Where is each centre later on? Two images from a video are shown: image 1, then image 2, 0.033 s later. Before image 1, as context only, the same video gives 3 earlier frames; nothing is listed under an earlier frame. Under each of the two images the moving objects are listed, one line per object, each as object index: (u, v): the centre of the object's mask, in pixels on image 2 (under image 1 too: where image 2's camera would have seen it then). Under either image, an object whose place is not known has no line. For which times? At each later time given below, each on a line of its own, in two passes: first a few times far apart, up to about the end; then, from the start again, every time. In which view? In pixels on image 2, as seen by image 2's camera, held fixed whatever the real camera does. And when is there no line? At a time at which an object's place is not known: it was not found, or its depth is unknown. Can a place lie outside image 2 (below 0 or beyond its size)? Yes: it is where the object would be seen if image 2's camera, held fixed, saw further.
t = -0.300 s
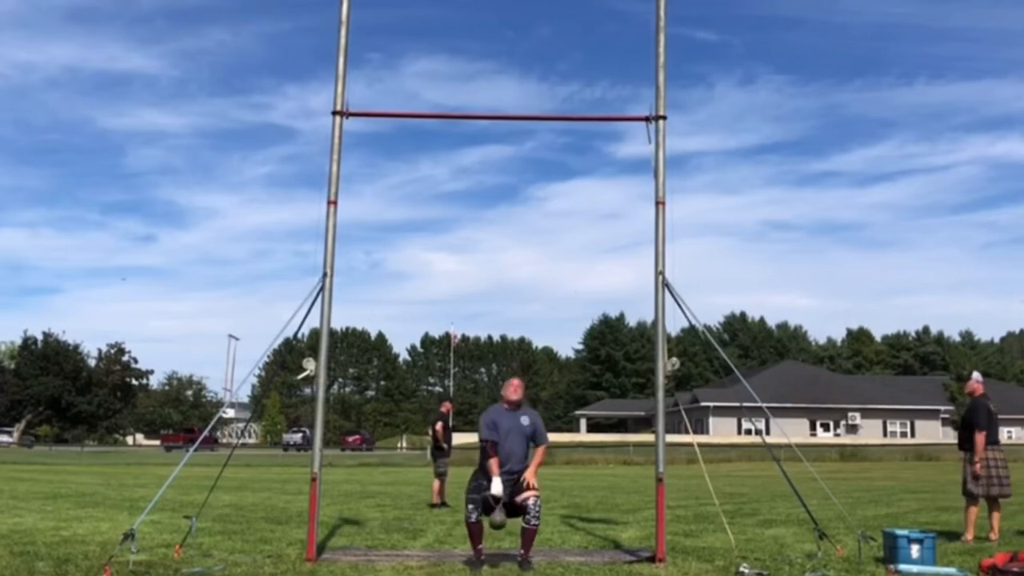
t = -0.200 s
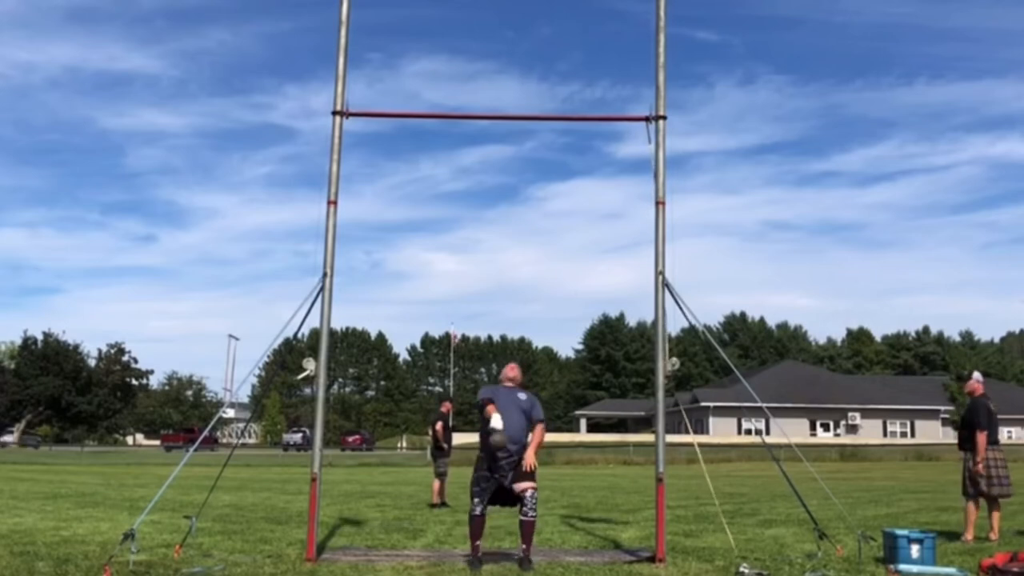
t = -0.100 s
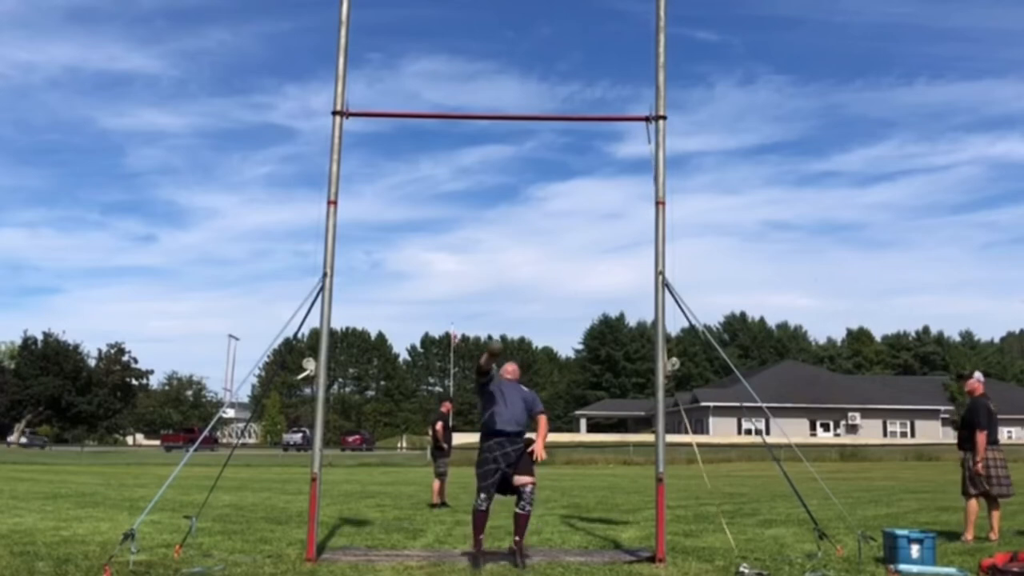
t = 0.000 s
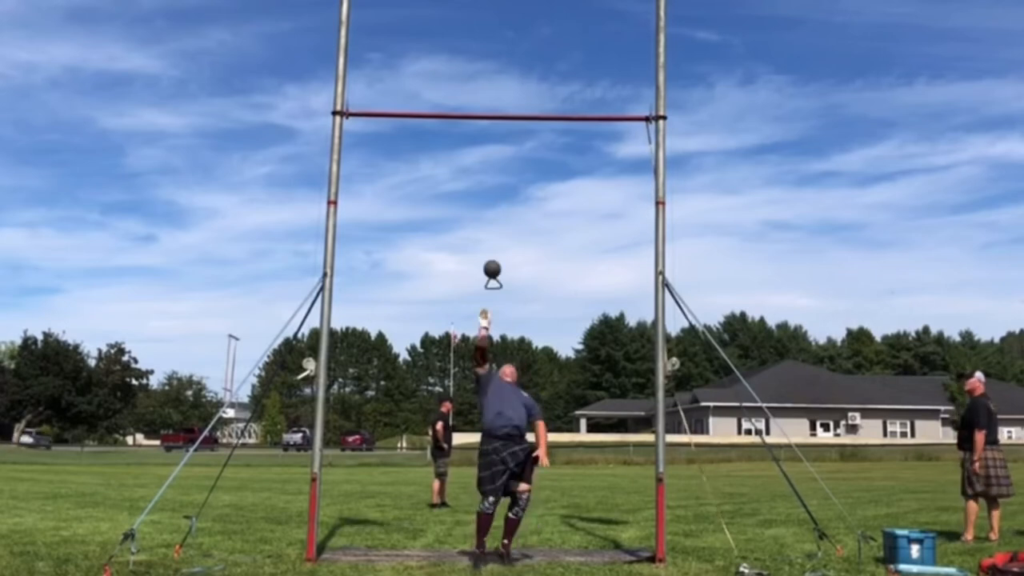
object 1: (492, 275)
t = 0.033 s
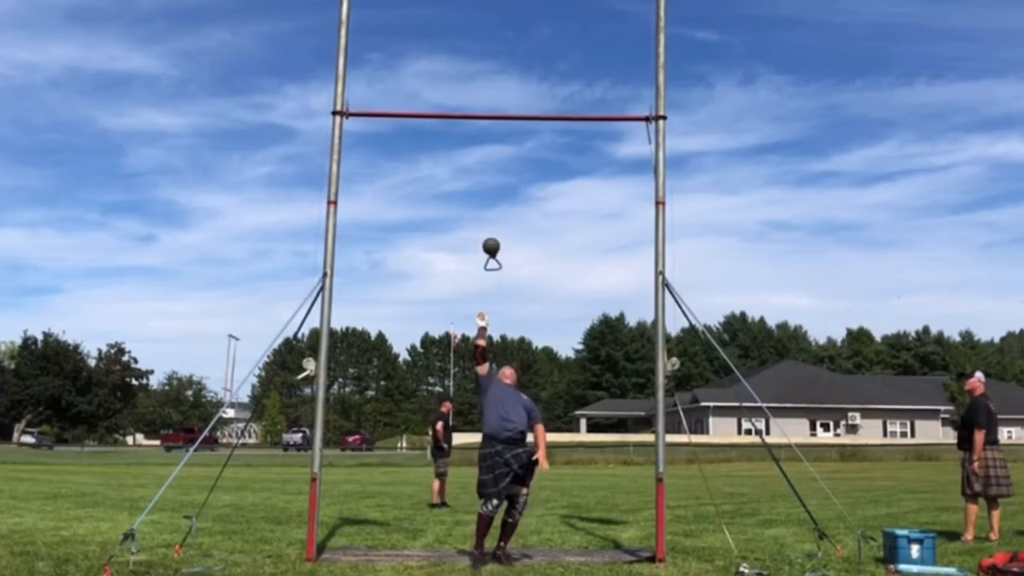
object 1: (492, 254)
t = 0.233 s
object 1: (485, 150)
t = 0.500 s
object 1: (476, 79)
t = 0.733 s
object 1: (468, 83)
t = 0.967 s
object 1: (458, 157)
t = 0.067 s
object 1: (491, 235)
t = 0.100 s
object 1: (490, 216)
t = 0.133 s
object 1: (489, 198)
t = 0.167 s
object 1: (488, 181)
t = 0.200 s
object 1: (486, 164)
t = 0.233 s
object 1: (485, 150)
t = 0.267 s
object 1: (484, 136)
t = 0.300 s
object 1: (483, 124)
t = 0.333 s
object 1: (482, 113)
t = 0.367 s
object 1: (481, 104)
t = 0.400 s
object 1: (479, 96)
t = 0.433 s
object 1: (478, 90)
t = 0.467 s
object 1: (477, 85)
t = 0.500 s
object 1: (476, 79)
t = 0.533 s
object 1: (475, 76)
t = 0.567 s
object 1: (474, 74)
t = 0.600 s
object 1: (472, 73)
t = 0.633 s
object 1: (471, 73)
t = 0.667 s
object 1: (470, 76)
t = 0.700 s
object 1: (469, 79)
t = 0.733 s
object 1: (468, 83)
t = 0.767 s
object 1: (467, 90)
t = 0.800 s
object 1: (466, 98)
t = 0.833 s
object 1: (464, 107)
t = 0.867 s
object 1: (463, 119)
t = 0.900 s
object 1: (461, 131)
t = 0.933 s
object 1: (460, 144)
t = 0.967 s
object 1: (458, 157)
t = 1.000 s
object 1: (457, 171)
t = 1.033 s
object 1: (455, 185)
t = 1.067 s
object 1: (454, 201)
